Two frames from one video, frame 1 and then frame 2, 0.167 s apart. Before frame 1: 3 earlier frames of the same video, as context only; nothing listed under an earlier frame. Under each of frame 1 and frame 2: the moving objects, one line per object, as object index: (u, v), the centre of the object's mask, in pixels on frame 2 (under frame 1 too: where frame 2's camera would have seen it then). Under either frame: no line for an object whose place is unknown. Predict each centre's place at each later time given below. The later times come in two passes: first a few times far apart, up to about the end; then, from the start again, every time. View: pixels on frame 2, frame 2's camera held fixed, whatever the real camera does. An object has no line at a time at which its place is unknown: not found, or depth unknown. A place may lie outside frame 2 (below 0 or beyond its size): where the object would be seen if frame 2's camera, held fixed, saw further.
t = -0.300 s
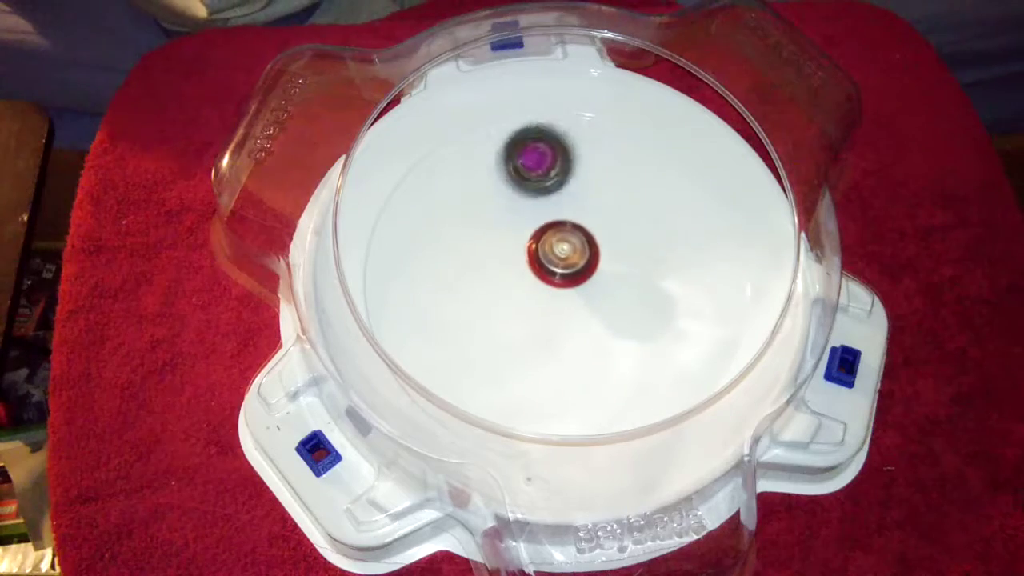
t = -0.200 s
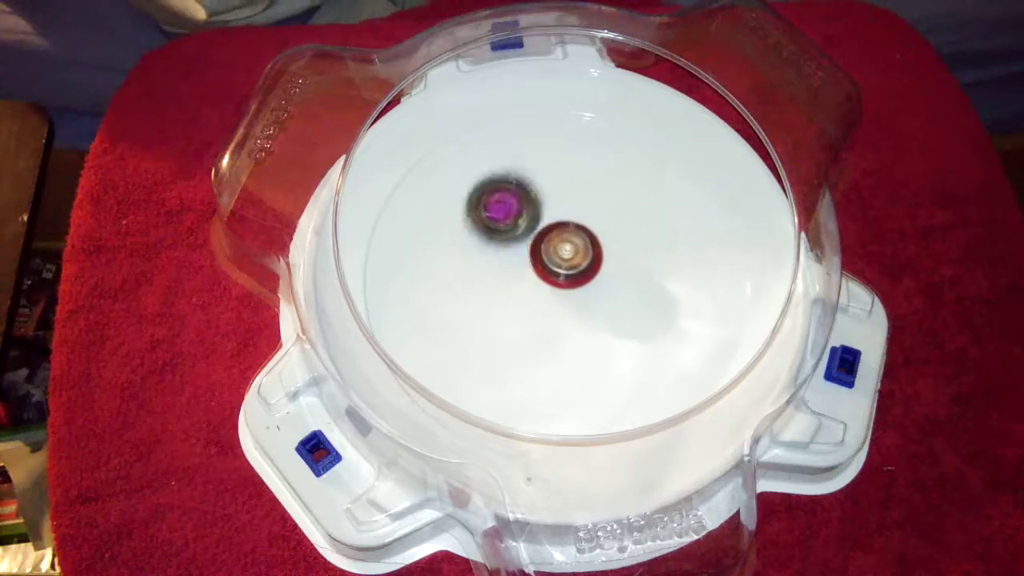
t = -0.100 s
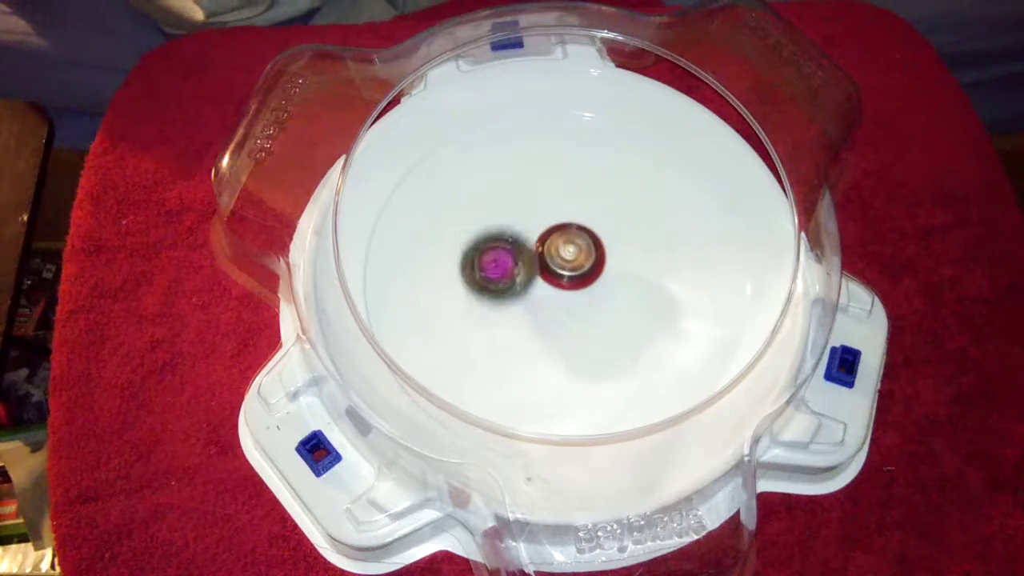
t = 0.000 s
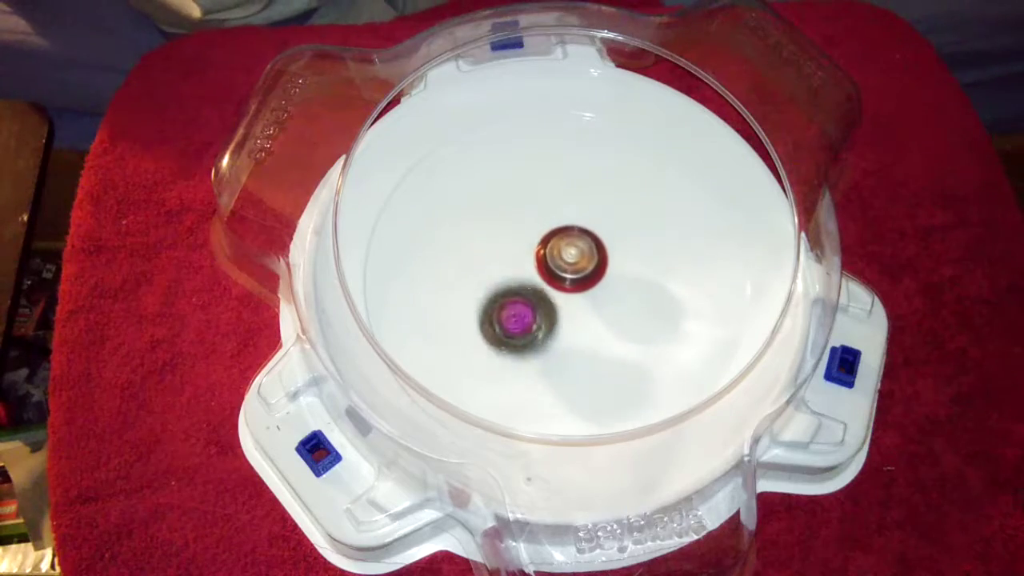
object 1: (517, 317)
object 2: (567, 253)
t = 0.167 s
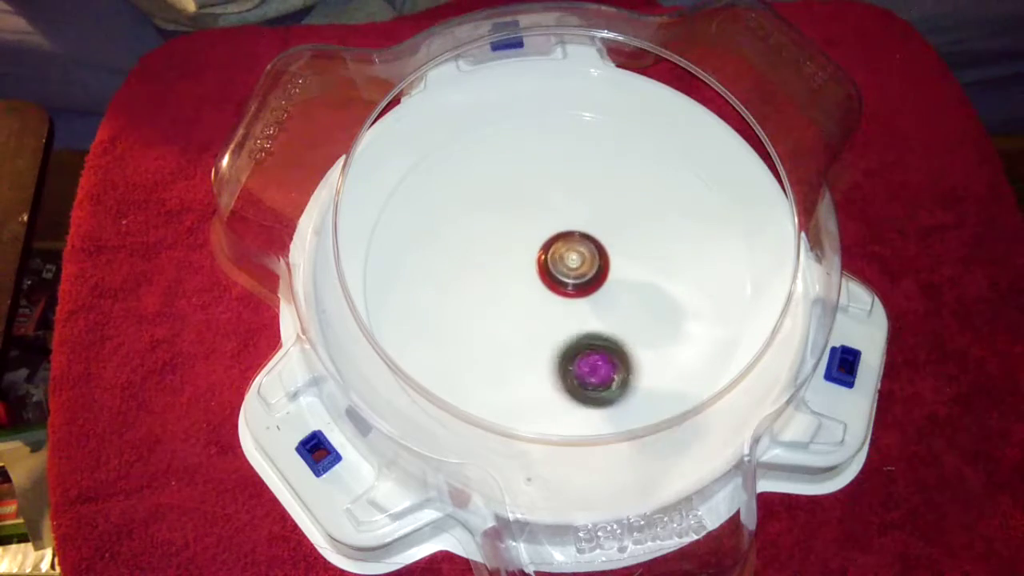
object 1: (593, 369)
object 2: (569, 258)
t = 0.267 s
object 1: (647, 354)
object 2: (568, 262)
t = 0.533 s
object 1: (622, 227)
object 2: (559, 270)
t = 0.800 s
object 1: (491, 189)
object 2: (537, 279)
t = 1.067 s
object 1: (470, 298)
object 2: (534, 271)
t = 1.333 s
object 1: (600, 323)
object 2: (550, 247)
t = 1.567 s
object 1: (623, 220)
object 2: (553, 243)
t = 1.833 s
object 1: (525, 177)
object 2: (549, 253)
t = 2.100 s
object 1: (483, 282)
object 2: (565, 266)
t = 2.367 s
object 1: (565, 339)
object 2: (584, 246)
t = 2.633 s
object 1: (615, 299)
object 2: (578, 203)
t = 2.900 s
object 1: (581, 283)
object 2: (565, 192)
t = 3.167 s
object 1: (517, 283)
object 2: (562, 227)
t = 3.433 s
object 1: (480, 307)
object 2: (585, 254)
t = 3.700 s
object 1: (506, 296)
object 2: (599, 275)
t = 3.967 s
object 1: (445, 257)
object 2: (642, 263)
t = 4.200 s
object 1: (481, 220)
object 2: (606, 262)
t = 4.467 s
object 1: (539, 185)
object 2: (578, 275)
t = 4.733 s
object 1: (596, 190)
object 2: (552, 245)
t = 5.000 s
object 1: (633, 224)
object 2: (513, 237)
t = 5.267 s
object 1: (595, 239)
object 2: (521, 228)
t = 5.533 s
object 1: (603, 235)
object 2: (516, 235)
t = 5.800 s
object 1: (591, 260)
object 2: (522, 250)
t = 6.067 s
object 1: (534, 337)
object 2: (524, 258)
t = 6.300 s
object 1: (489, 345)
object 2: (535, 264)
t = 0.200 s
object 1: (613, 368)
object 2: (568, 260)
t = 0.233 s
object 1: (631, 364)
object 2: (569, 260)
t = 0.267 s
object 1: (647, 354)
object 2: (568, 262)
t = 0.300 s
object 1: (658, 340)
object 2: (568, 263)
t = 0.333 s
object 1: (665, 324)
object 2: (568, 264)
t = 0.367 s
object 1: (667, 306)
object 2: (567, 265)
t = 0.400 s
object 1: (664, 288)
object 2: (566, 266)
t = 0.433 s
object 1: (657, 271)
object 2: (566, 267)
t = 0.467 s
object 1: (646, 255)
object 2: (565, 268)
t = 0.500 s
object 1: (633, 241)
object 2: (564, 268)
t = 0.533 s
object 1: (622, 227)
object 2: (559, 270)
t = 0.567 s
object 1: (609, 216)
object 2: (554, 272)
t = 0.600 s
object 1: (593, 206)
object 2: (550, 274)
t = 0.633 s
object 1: (577, 198)
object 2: (546, 277)
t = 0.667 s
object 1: (561, 192)
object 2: (544, 278)
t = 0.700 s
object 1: (543, 187)
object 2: (542, 279)
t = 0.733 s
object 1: (526, 185)
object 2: (540, 279)
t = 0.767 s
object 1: (508, 185)
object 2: (539, 279)
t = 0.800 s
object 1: (491, 189)
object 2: (537, 279)
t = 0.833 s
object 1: (475, 195)
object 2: (536, 279)
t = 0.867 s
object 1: (462, 205)
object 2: (535, 278)
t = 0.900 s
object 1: (452, 217)
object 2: (534, 277)
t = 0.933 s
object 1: (445, 232)
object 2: (534, 276)
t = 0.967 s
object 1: (444, 249)
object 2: (533, 275)
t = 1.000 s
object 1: (447, 266)
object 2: (533, 274)
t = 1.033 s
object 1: (456, 283)
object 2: (534, 271)
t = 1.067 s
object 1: (470, 298)
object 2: (534, 271)
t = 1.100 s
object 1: (485, 309)
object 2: (536, 268)
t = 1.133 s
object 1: (497, 321)
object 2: (540, 263)
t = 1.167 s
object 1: (512, 330)
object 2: (544, 260)
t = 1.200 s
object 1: (529, 336)
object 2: (546, 257)
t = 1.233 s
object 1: (548, 339)
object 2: (548, 254)
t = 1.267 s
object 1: (567, 338)
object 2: (548, 251)
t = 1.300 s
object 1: (585, 332)
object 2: (549, 249)
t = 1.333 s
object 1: (600, 323)
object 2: (550, 247)
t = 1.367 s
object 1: (614, 311)
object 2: (550, 246)
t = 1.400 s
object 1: (623, 298)
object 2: (550, 245)
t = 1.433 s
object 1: (629, 282)
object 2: (551, 245)
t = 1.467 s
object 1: (632, 267)
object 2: (552, 244)
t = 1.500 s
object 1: (632, 251)
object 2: (552, 243)
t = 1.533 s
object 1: (629, 235)
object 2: (553, 243)
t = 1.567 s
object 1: (623, 220)
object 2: (553, 243)
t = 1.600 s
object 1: (617, 206)
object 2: (551, 244)
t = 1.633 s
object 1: (609, 193)
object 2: (550, 246)
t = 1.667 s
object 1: (598, 183)
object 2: (549, 247)
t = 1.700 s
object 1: (585, 174)
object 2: (549, 248)
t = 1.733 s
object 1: (571, 170)
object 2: (549, 250)
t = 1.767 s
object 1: (556, 168)
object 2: (549, 251)
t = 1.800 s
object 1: (540, 170)
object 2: (549, 252)
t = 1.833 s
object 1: (525, 177)
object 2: (549, 253)
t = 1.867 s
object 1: (512, 187)
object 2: (549, 254)
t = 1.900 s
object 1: (502, 200)
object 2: (550, 256)
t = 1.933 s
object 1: (496, 216)
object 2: (551, 257)
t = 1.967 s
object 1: (491, 228)
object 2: (556, 259)
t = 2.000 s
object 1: (484, 241)
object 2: (560, 263)
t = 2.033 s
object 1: (480, 255)
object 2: (563, 266)
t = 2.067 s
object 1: (480, 269)
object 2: (564, 266)
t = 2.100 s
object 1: (483, 282)
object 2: (565, 266)
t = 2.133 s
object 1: (490, 294)
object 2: (565, 266)
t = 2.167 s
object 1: (500, 304)
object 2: (564, 265)
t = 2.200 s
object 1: (513, 312)
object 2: (563, 266)
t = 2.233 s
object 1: (522, 320)
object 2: (568, 262)
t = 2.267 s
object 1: (530, 329)
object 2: (576, 256)
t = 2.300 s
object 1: (541, 335)
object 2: (581, 252)
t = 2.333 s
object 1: (553, 338)
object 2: (583, 248)
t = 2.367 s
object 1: (565, 339)
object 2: (584, 246)
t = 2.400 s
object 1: (579, 336)
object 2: (585, 244)
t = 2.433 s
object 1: (591, 329)
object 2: (585, 242)
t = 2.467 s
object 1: (600, 320)
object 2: (585, 241)
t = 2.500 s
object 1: (606, 309)
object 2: (585, 240)
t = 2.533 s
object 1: (611, 301)
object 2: (584, 236)
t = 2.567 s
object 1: (612, 298)
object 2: (583, 228)
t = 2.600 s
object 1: (614, 299)
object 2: (581, 213)
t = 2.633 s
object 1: (615, 299)
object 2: (578, 203)
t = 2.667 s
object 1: (616, 299)
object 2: (575, 197)
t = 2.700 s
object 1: (615, 298)
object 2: (572, 192)
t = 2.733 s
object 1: (612, 296)
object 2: (570, 190)
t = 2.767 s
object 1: (609, 293)
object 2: (568, 188)
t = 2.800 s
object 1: (604, 291)
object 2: (567, 188)
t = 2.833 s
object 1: (597, 288)
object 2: (565, 189)
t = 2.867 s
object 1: (589, 286)
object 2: (565, 190)
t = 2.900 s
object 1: (581, 283)
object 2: (565, 192)
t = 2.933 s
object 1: (570, 281)
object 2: (564, 195)
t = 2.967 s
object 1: (560, 280)
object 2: (564, 199)
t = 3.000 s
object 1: (551, 280)
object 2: (564, 203)
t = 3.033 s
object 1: (542, 280)
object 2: (563, 207)
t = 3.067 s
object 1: (534, 280)
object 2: (563, 212)
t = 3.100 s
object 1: (528, 281)
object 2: (563, 217)
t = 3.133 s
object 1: (522, 282)
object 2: (563, 222)
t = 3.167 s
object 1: (517, 283)
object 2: (562, 227)
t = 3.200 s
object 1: (513, 284)
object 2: (561, 232)
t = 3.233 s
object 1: (510, 285)
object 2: (560, 238)
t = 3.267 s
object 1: (508, 287)
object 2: (559, 243)
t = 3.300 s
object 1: (501, 289)
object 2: (566, 245)
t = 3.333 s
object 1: (493, 294)
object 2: (574, 247)
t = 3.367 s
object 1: (488, 298)
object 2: (579, 249)
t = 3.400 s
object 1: (483, 303)
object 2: (583, 251)
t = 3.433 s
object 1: (480, 307)
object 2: (585, 254)
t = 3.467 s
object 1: (481, 312)
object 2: (586, 257)
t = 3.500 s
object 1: (484, 314)
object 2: (586, 260)
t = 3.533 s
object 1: (490, 316)
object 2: (585, 263)
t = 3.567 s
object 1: (497, 315)
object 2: (584, 266)
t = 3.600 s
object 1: (503, 312)
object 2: (583, 269)
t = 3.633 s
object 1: (511, 309)
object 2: (581, 272)
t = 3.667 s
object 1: (517, 302)
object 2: (581, 275)
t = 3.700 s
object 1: (506, 296)
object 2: (599, 275)
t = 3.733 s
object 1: (490, 292)
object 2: (620, 272)
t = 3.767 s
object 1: (478, 288)
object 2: (636, 271)
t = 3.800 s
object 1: (469, 284)
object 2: (645, 269)
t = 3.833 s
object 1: (462, 281)
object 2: (650, 267)
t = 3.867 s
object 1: (457, 276)
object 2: (651, 265)
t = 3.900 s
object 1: (452, 271)
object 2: (650, 263)
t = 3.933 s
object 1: (447, 263)
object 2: (646, 263)
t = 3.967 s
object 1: (445, 257)
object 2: (642, 263)
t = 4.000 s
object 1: (445, 250)
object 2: (638, 263)
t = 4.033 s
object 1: (447, 244)
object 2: (634, 264)
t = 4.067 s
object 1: (451, 239)
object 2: (629, 264)
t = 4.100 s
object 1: (456, 233)
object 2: (623, 264)
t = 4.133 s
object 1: (463, 228)
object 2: (617, 264)
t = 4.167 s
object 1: (471, 224)
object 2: (612, 264)
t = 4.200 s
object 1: (481, 220)
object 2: (606, 262)
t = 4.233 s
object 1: (491, 218)
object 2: (598, 261)
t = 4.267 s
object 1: (501, 216)
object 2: (590, 259)
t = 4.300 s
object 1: (511, 216)
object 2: (584, 257)
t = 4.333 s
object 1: (520, 214)
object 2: (576, 256)
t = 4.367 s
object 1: (524, 205)
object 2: (578, 263)
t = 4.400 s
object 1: (527, 197)
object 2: (580, 270)
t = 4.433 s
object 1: (532, 190)
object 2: (579, 275)
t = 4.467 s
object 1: (539, 185)
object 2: (578, 275)
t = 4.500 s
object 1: (545, 182)
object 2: (575, 273)
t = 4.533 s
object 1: (552, 178)
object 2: (572, 270)
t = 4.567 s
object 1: (559, 177)
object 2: (569, 266)
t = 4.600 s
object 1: (569, 178)
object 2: (566, 262)
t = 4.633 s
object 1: (576, 179)
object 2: (562, 257)
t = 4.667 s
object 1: (583, 181)
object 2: (558, 253)
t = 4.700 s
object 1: (590, 185)
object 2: (555, 249)
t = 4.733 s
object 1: (596, 190)
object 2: (552, 245)
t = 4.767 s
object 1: (606, 195)
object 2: (548, 241)
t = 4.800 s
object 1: (619, 200)
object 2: (535, 243)
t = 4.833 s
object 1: (630, 203)
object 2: (524, 246)
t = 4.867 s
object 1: (634, 208)
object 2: (519, 244)
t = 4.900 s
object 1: (635, 213)
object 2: (516, 243)
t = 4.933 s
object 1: (635, 216)
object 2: (515, 242)
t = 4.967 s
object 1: (634, 219)
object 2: (514, 240)
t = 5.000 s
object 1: (633, 224)
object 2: (513, 237)
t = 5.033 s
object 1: (629, 229)
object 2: (513, 235)
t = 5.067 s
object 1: (625, 233)
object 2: (514, 232)
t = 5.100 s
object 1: (619, 237)
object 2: (515, 230)
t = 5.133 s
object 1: (613, 240)
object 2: (516, 230)
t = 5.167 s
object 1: (608, 241)
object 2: (519, 229)
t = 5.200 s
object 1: (602, 241)
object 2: (521, 228)
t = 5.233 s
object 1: (597, 240)
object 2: (522, 227)
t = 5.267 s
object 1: (595, 239)
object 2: (521, 228)
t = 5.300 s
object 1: (594, 237)
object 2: (521, 228)
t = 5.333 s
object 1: (596, 237)
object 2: (517, 228)
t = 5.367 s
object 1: (596, 237)
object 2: (516, 229)
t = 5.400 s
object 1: (594, 236)
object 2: (516, 230)
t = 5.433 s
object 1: (592, 233)
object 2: (517, 232)
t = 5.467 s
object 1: (593, 230)
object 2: (518, 234)
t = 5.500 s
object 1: (596, 231)
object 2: (518, 234)
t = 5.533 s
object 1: (603, 235)
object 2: (516, 235)
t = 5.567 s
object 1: (606, 239)
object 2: (514, 235)
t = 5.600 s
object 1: (604, 243)
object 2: (514, 238)
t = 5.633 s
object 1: (600, 244)
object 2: (515, 240)
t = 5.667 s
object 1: (599, 246)
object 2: (516, 242)
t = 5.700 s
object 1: (597, 248)
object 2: (518, 244)
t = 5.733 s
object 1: (596, 250)
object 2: (519, 245)
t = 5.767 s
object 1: (593, 255)
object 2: (520, 248)
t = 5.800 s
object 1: (591, 260)
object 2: (522, 250)
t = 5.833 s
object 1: (588, 266)
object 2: (522, 251)
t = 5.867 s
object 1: (582, 276)
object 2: (521, 252)
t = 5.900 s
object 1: (576, 287)
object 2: (521, 253)
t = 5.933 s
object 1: (568, 299)
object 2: (521, 255)
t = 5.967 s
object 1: (559, 309)
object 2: (523, 256)
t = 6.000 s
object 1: (550, 319)
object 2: (523, 257)
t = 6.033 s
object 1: (542, 329)
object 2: (524, 258)
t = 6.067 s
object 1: (534, 337)
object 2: (524, 258)
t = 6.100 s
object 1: (526, 345)
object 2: (526, 260)
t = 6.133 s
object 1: (518, 351)
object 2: (527, 259)
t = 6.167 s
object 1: (510, 354)
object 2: (528, 261)
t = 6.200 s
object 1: (504, 354)
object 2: (530, 262)
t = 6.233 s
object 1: (498, 353)
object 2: (530, 264)
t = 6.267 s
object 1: (494, 350)
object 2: (533, 264)
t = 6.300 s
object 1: (489, 345)
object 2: (535, 264)
